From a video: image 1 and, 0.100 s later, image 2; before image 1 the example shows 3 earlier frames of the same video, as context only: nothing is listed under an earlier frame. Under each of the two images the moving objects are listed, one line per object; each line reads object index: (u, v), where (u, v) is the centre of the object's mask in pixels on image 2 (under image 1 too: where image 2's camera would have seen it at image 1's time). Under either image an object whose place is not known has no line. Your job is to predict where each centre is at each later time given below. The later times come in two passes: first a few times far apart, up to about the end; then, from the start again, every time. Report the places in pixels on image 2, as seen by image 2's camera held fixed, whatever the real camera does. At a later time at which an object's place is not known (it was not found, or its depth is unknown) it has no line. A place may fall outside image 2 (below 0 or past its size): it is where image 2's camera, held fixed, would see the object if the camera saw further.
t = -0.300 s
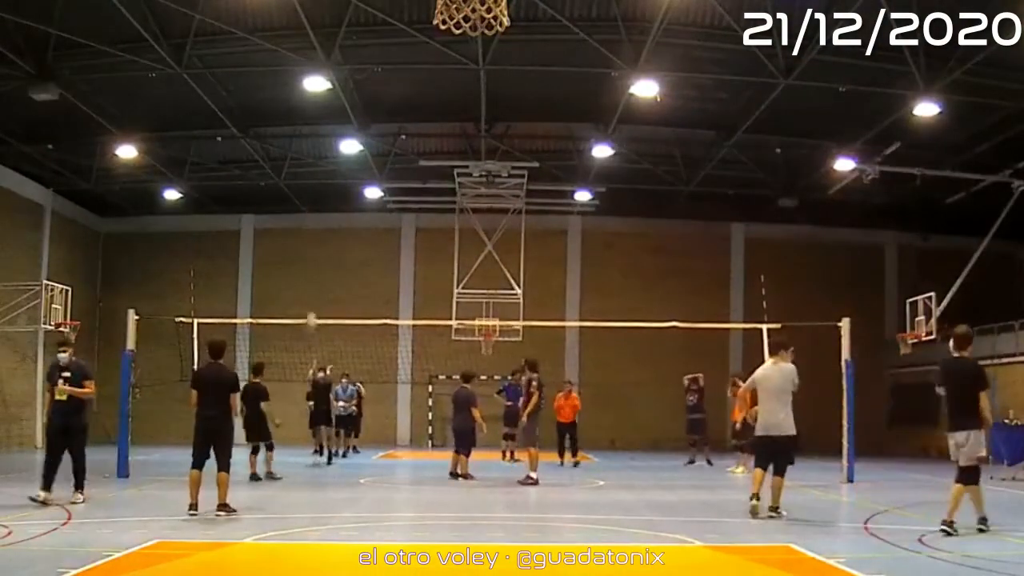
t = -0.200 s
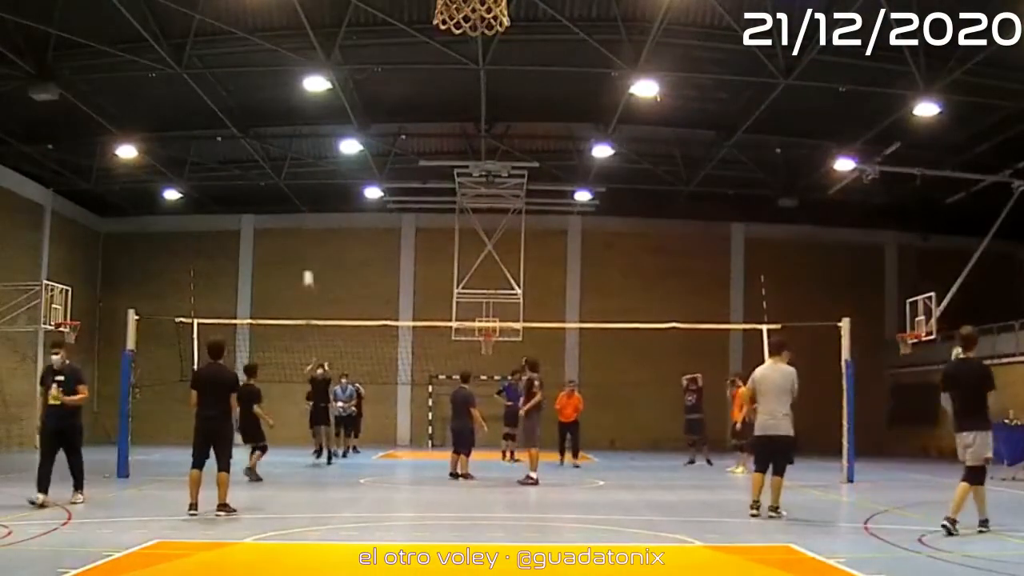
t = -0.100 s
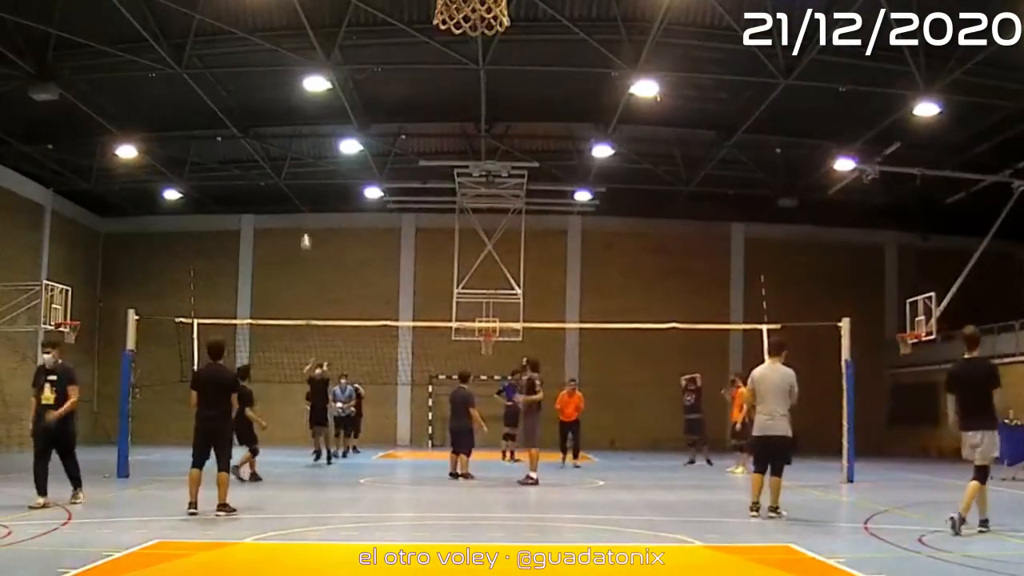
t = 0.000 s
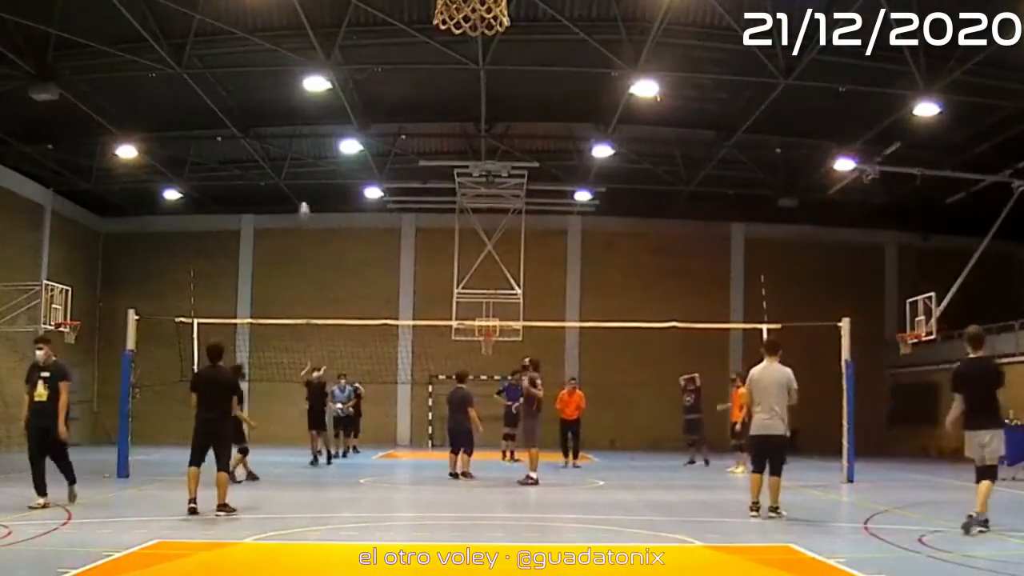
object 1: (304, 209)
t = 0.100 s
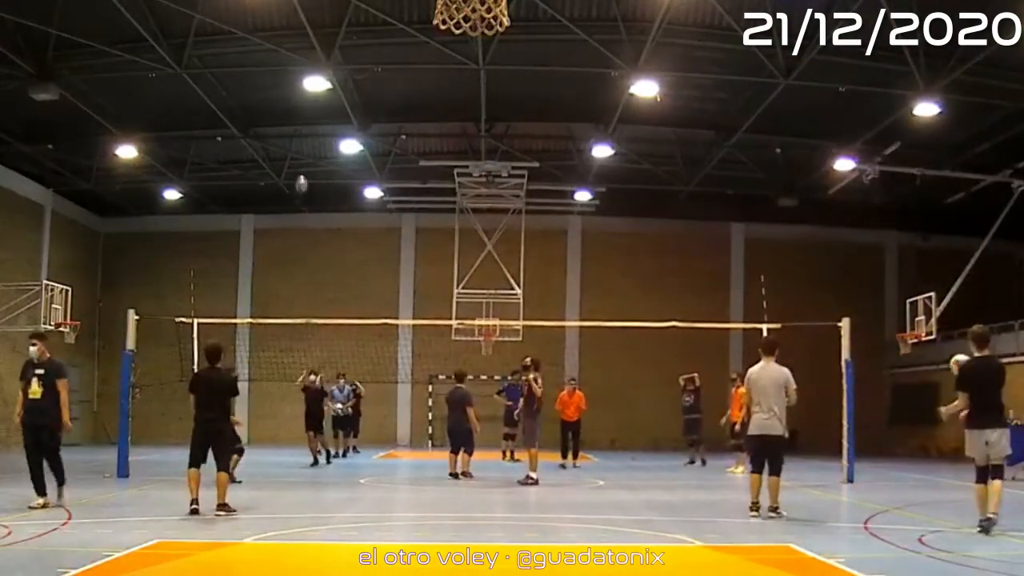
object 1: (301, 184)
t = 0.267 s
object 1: (296, 151)
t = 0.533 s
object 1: (284, 133)
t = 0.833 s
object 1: (265, 174)
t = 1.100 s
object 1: (242, 278)
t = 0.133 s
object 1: (300, 176)
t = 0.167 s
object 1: (300, 169)
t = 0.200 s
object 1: (298, 162)
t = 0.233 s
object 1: (297, 157)
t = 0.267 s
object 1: (296, 151)
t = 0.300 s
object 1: (295, 147)
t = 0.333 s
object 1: (294, 143)
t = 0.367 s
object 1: (292, 139)
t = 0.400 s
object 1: (291, 136)
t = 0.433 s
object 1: (289, 134)
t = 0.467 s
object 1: (288, 133)
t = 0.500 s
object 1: (286, 133)
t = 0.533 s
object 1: (284, 133)
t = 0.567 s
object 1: (282, 134)
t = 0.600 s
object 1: (280, 136)
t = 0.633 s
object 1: (278, 138)
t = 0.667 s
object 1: (276, 142)
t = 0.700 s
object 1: (274, 146)
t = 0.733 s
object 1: (272, 152)
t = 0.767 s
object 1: (269, 158)
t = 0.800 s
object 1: (267, 166)
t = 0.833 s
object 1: (265, 174)
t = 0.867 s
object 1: (262, 184)
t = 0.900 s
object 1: (260, 194)
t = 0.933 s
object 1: (257, 204)
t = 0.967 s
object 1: (254, 216)
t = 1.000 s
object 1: (251, 229)
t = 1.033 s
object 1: (248, 244)
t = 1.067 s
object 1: (245, 259)
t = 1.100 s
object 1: (242, 278)
